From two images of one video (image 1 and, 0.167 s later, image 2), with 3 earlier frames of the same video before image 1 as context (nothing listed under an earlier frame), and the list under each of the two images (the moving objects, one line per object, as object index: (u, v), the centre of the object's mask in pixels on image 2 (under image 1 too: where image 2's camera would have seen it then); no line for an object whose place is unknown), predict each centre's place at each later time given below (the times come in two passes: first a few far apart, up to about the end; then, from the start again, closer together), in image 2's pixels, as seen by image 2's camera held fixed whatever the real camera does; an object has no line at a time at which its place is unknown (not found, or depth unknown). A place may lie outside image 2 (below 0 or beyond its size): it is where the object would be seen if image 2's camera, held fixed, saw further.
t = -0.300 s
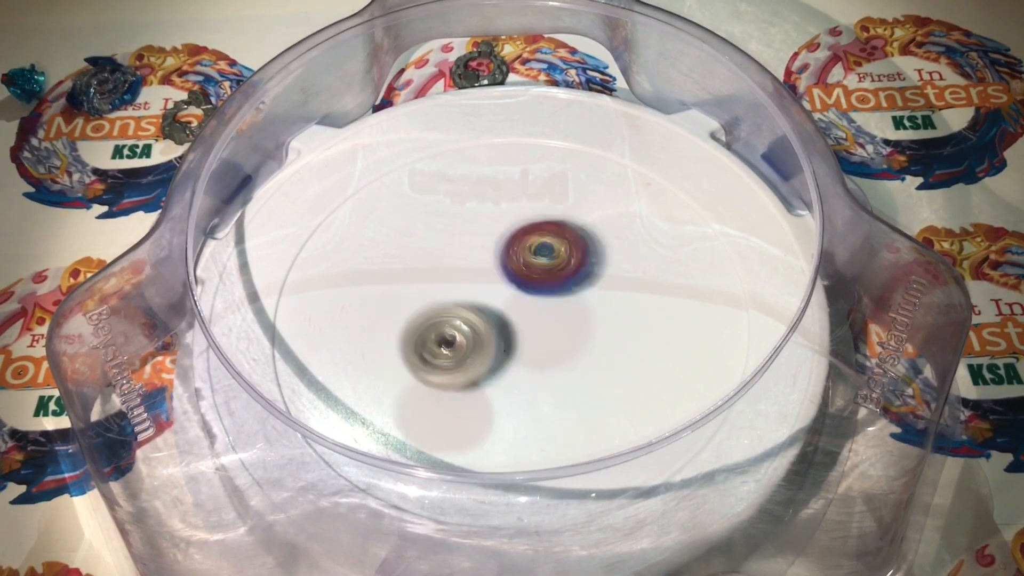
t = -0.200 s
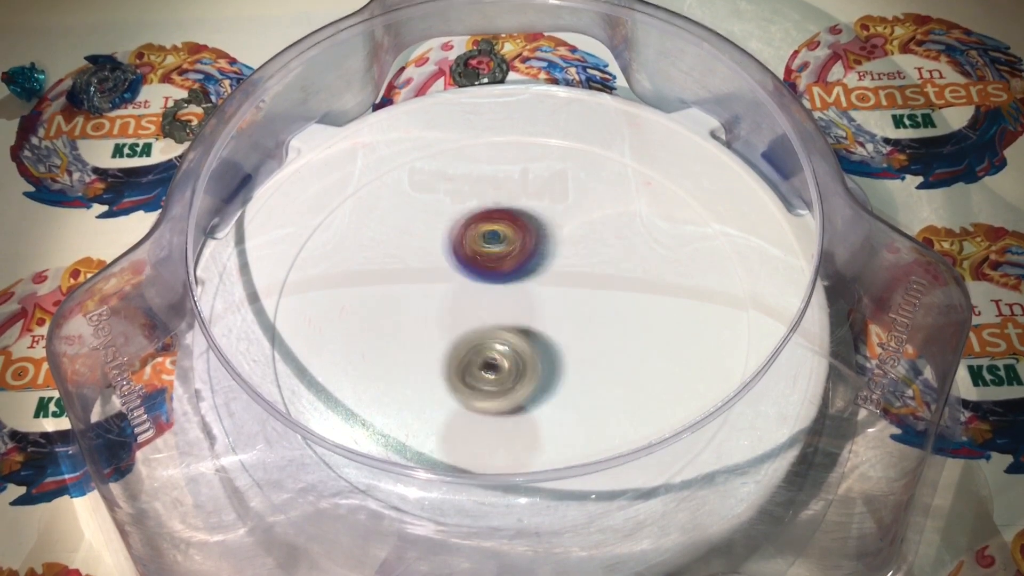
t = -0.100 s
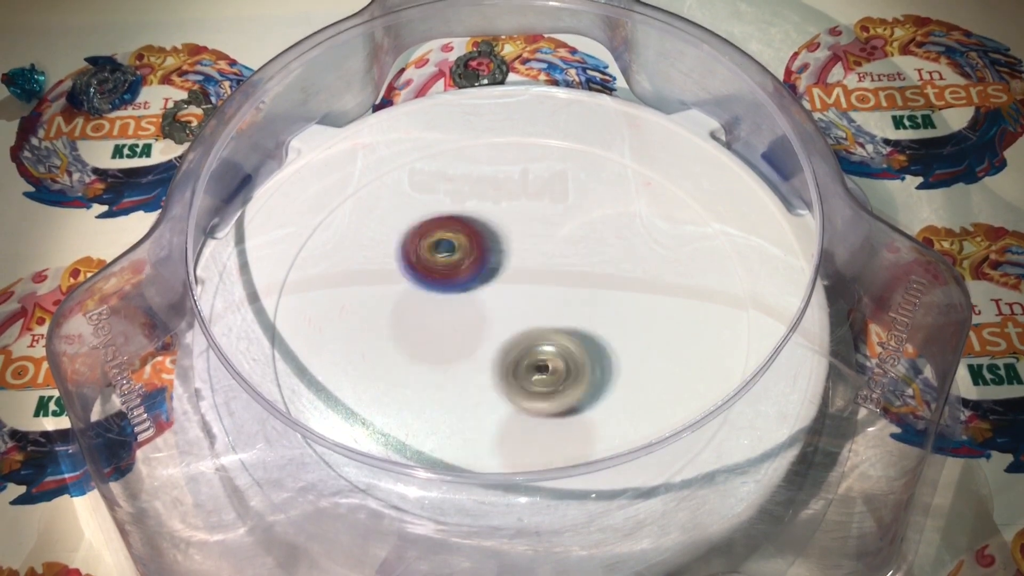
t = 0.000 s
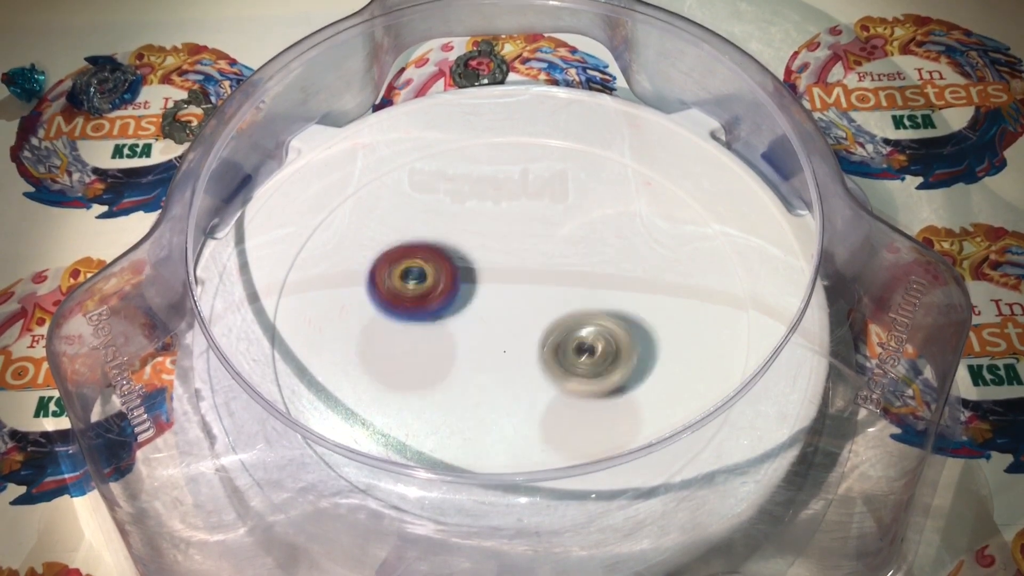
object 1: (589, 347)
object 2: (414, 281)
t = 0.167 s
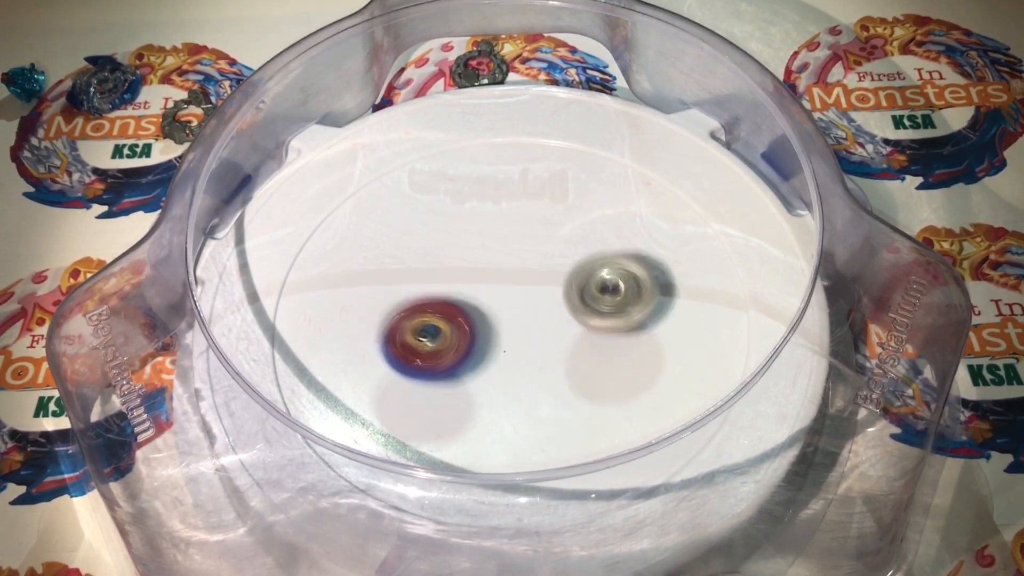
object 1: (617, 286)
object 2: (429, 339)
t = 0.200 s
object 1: (612, 274)
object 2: (442, 347)
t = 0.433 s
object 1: (517, 237)
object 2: (549, 339)
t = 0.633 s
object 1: (437, 277)
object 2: (573, 276)
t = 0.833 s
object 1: (432, 352)
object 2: (527, 249)
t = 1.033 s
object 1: (514, 375)
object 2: (479, 274)
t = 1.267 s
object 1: (585, 306)
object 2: (481, 330)
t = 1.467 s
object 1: (561, 241)
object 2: (515, 347)
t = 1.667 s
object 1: (485, 227)
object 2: (538, 330)
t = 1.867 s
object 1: (436, 283)
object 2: (529, 308)
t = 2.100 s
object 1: (375, 325)
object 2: (566, 304)
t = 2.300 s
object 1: (433, 356)
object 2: (554, 295)
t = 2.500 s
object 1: (432, 353)
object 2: (566, 285)
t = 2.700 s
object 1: (412, 360)
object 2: (563, 280)
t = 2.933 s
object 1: (444, 319)
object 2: (545, 297)
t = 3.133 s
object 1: (362, 301)
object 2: (587, 296)
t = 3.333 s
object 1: (367, 285)
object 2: (574, 300)
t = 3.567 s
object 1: (445, 266)
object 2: (533, 320)
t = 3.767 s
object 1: (379, 149)
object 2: (587, 407)
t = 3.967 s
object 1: (421, 151)
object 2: (568, 395)
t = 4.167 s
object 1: (484, 232)
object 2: (535, 318)
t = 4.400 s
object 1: (506, 183)
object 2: (537, 364)
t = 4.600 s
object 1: (482, 224)
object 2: (525, 354)
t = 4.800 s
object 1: (462, 258)
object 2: (542, 330)
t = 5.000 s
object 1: (430, 261)
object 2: (552, 329)
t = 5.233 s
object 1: (417, 268)
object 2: (542, 318)
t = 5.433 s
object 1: (444, 296)
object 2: (535, 320)
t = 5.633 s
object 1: (442, 302)
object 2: (539, 341)
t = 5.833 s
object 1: (430, 305)
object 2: (520, 372)
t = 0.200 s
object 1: (612, 274)
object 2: (442, 347)
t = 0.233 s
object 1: (603, 264)
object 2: (456, 353)
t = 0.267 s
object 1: (592, 254)
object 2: (471, 357)
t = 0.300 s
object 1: (580, 247)
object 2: (487, 357)
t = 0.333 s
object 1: (566, 242)
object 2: (505, 356)
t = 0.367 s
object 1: (549, 238)
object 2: (522, 352)
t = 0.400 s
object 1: (534, 238)
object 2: (537, 347)
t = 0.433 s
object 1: (517, 237)
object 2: (549, 339)
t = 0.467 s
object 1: (500, 240)
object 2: (559, 330)
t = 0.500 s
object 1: (486, 244)
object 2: (567, 319)
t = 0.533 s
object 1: (473, 250)
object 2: (573, 308)
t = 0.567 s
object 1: (460, 257)
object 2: (575, 296)
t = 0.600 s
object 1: (448, 267)
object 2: (575, 286)
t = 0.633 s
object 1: (437, 277)
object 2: (573, 276)
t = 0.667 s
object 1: (428, 286)
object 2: (569, 267)
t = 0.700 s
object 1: (420, 299)
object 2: (563, 260)
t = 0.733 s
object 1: (418, 312)
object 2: (555, 256)
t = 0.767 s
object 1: (418, 325)
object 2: (546, 252)
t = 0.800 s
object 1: (420, 337)
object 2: (537, 249)
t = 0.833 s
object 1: (432, 352)
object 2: (527, 249)
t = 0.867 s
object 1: (440, 357)
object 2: (517, 250)
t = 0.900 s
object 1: (452, 365)
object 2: (508, 252)
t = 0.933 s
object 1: (466, 371)
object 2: (499, 256)
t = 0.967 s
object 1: (482, 375)
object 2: (491, 261)
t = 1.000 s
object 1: (498, 377)
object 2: (484, 267)
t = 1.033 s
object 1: (514, 375)
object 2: (479, 274)
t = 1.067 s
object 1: (529, 370)
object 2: (475, 282)
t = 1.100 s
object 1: (546, 362)
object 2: (472, 290)
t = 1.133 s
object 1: (556, 355)
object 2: (471, 299)
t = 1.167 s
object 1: (567, 345)
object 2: (471, 307)
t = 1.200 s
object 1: (576, 331)
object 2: (473, 315)
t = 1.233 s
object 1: (583, 319)
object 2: (477, 323)
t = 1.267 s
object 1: (585, 306)
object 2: (481, 330)
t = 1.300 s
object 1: (587, 292)
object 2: (486, 336)
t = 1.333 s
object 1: (587, 280)
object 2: (492, 341)
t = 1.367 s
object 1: (585, 269)
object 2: (498, 344)
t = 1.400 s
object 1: (579, 258)
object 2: (503, 346)
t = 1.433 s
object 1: (571, 249)
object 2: (510, 346)
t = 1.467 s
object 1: (561, 241)
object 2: (515, 347)
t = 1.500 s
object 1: (550, 235)
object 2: (521, 346)
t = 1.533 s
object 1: (538, 229)
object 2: (526, 342)
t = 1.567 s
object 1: (525, 225)
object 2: (531, 340)
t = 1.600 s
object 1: (511, 223)
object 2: (535, 337)
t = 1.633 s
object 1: (497, 224)
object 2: (537, 334)
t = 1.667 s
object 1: (485, 227)
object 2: (538, 330)
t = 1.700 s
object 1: (473, 233)
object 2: (538, 327)
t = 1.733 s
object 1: (463, 241)
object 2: (537, 322)
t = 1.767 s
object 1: (454, 250)
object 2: (535, 317)
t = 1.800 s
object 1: (447, 261)
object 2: (533, 314)
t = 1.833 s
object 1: (441, 272)
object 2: (530, 311)
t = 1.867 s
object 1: (436, 283)
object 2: (529, 308)
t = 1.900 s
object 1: (420, 289)
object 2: (537, 310)
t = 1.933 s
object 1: (407, 294)
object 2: (546, 311)
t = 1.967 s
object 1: (397, 298)
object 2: (553, 312)
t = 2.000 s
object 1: (389, 304)
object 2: (558, 310)
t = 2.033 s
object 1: (383, 310)
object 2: (562, 308)
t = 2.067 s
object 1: (378, 317)
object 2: (565, 306)
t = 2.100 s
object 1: (375, 325)
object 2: (566, 304)
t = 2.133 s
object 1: (373, 333)
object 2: (567, 302)
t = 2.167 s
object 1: (378, 342)
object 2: (567, 300)
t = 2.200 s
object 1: (388, 349)
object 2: (565, 298)
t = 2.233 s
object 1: (401, 354)
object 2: (563, 296)
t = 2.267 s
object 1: (417, 357)
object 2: (559, 295)
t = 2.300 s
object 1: (433, 356)
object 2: (554, 295)
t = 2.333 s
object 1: (449, 354)
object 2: (549, 295)
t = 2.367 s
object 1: (465, 350)
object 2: (545, 296)
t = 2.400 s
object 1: (469, 346)
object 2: (543, 295)
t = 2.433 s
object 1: (454, 351)
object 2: (553, 288)
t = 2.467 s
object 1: (443, 352)
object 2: (561, 285)
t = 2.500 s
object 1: (432, 353)
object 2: (566, 285)
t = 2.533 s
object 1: (426, 352)
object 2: (568, 282)
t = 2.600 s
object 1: (416, 355)
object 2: (567, 280)
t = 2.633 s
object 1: (412, 357)
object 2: (568, 280)
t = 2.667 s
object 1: (411, 359)
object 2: (566, 279)
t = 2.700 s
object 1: (412, 360)
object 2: (563, 280)
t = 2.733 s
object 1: (416, 358)
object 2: (560, 282)
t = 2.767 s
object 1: (420, 356)
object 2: (559, 284)
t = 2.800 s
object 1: (428, 351)
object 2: (554, 286)
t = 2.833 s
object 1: (437, 344)
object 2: (549, 290)
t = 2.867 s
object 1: (446, 336)
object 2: (546, 293)
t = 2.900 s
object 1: (451, 328)
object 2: (543, 294)
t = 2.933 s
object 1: (444, 319)
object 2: (545, 297)
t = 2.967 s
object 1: (424, 316)
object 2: (559, 298)
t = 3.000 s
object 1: (405, 313)
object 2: (571, 297)
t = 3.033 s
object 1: (389, 310)
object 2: (578, 297)
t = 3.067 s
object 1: (380, 307)
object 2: (584, 298)
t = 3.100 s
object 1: (369, 305)
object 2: (586, 297)
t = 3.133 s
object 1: (362, 301)
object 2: (587, 296)
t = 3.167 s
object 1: (357, 297)
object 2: (588, 296)
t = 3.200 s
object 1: (354, 295)
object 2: (587, 295)
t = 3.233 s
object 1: (353, 291)
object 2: (584, 296)
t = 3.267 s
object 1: (355, 289)
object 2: (583, 296)
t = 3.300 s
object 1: (359, 286)
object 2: (578, 298)
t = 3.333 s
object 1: (367, 285)
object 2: (574, 300)
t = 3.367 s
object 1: (378, 284)
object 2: (568, 300)
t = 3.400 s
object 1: (388, 283)
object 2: (562, 304)
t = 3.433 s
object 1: (402, 281)
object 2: (557, 304)
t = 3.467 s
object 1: (415, 284)
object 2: (549, 308)
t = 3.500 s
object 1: (428, 282)
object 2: (543, 310)
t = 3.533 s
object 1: (441, 280)
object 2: (535, 311)
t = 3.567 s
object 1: (445, 266)
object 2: (533, 320)
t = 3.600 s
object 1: (422, 231)
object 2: (556, 348)
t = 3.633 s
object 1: (400, 196)
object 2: (575, 373)
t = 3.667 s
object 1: (383, 170)
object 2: (584, 388)
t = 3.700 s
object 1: (378, 158)
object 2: (590, 399)
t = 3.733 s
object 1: (378, 152)
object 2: (587, 406)
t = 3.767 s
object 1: (379, 149)
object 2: (587, 407)
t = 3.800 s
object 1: (383, 146)
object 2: (585, 409)
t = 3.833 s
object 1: (388, 144)
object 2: (586, 408)
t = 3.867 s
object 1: (395, 143)
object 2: (583, 410)
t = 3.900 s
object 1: (403, 142)
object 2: (579, 406)
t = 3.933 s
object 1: (411, 143)
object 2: (577, 404)
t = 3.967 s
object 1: (421, 151)
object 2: (568, 395)
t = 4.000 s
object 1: (431, 162)
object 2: (563, 388)
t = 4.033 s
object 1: (442, 174)
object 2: (553, 375)
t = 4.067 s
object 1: (452, 187)
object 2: (548, 362)
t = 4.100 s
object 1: (464, 200)
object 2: (540, 349)
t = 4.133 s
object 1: (474, 216)
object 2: (535, 330)
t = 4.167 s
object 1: (484, 232)
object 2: (535, 318)
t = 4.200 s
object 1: (494, 233)
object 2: (531, 314)
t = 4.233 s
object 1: (496, 210)
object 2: (530, 326)
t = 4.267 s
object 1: (499, 189)
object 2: (538, 332)
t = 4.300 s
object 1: (504, 179)
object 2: (542, 346)
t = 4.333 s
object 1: (506, 174)
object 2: (539, 357)
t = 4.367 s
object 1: (508, 179)
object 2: (537, 362)
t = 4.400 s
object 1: (506, 183)
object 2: (537, 364)
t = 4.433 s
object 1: (502, 190)
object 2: (534, 367)
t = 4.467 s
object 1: (499, 197)
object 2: (532, 367)
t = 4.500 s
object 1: (497, 204)
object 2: (534, 366)
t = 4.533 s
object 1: (494, 211)
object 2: (532, 365)
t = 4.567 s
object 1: (488, 215)
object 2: (526, 359)
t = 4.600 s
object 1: (482, 224)
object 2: (525, 354)
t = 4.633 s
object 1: (483, 233)
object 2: (530, 351)
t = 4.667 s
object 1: (480, 240)
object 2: (531, 349)
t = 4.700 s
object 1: (475, 244)
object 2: (530, 343)
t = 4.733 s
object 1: (471, 250)
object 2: (533, 338)
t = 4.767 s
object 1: (466, 254)
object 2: (537, 333)
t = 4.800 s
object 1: (462, 258)
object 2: (542, 330)
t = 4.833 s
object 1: (458, 256)
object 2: (546, 327)
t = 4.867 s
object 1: (453, 260)
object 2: (550, 326)
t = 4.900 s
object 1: (447, 261)
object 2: (552, 327)
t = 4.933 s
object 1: (442, 261)
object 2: (554, 327)
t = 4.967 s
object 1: (435, 262)
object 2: (552, 329)
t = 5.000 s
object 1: (430, 261)
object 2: (552, 329)
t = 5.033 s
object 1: (424, 262)
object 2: (553, 329)
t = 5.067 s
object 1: (420, 260)
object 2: (552, 330)
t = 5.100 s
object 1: (416, 262)
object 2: (549, 329)
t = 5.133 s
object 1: (413, 260)
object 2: (545, 326)
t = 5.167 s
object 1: (412, 264)
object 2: (546, 322)
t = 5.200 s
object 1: (413, 263)
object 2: (546, 320)
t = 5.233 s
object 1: (417, 268)
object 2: (542, 318)
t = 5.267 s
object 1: (421, 272)
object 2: (540, 316)
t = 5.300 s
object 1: (428, 275)
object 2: (540, 313)
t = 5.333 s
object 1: (431, 283)
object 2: (541, 312)
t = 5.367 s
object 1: (437, 284)
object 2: (541, 315)
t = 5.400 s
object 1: (440, 290)
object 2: (538, 319)
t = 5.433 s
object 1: (444, 296)
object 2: (535, 320)
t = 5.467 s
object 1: (446, 300)
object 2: (535, 318)
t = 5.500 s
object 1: (448, 305)
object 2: (537, 319)
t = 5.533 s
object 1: (449, 309)
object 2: (538, 321)
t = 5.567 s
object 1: (442, 305)
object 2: (541, 328)
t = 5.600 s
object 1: (441, 302)
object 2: (541, 335)
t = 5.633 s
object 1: (442, 302)
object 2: (539, 341)
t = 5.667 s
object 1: (443, 304)
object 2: (535, 347)
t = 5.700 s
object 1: (441, 307)
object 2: (531, 353)
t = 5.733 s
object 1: (436, 307)
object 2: (527, 358)
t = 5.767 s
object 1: (433, 308)
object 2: (523, 363)
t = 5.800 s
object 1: (429, 306)
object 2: (521, 369)
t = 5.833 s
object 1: (430, 305)
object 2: (520, 372)
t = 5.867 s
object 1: (430, 307)
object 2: (519, 376)
